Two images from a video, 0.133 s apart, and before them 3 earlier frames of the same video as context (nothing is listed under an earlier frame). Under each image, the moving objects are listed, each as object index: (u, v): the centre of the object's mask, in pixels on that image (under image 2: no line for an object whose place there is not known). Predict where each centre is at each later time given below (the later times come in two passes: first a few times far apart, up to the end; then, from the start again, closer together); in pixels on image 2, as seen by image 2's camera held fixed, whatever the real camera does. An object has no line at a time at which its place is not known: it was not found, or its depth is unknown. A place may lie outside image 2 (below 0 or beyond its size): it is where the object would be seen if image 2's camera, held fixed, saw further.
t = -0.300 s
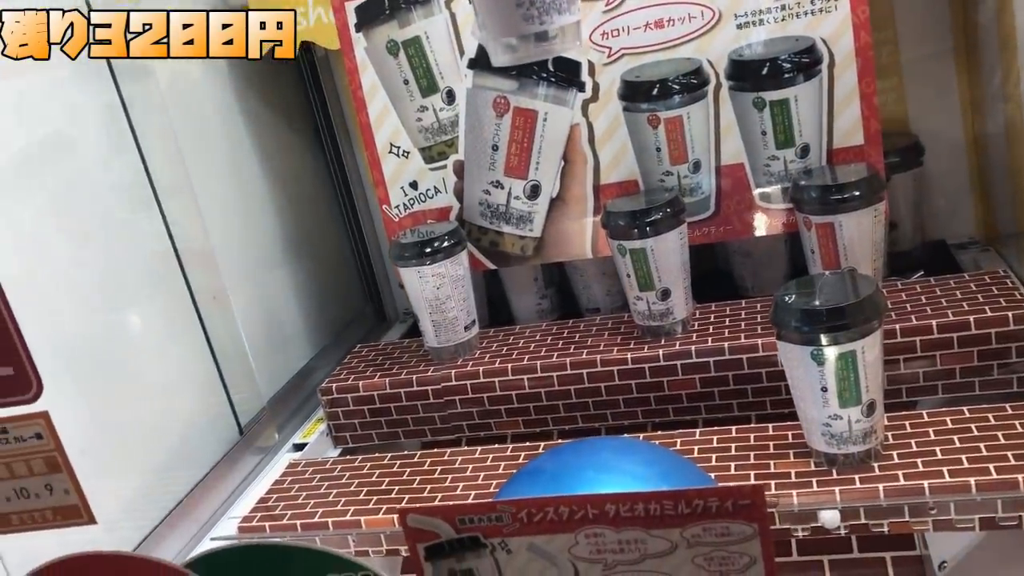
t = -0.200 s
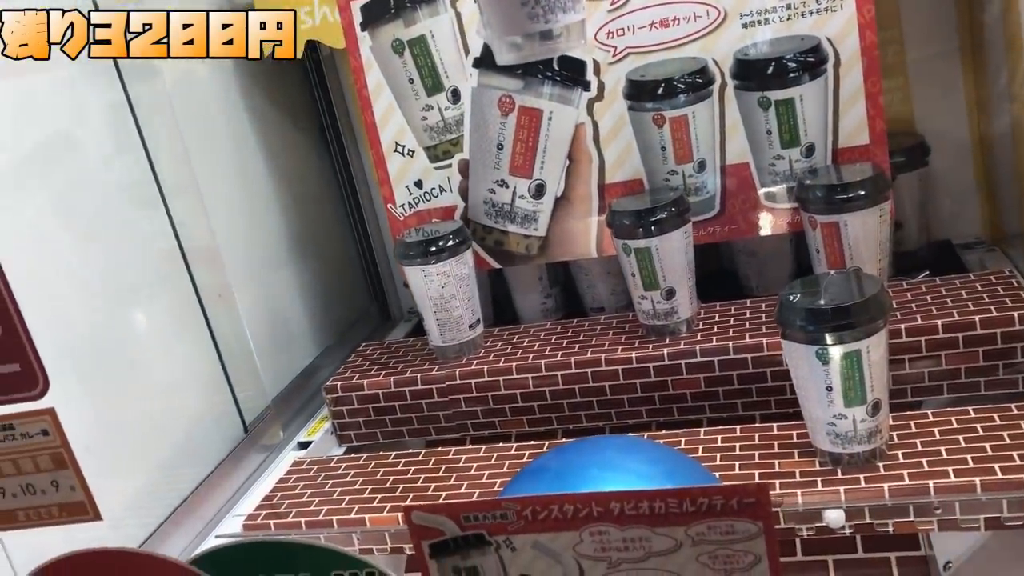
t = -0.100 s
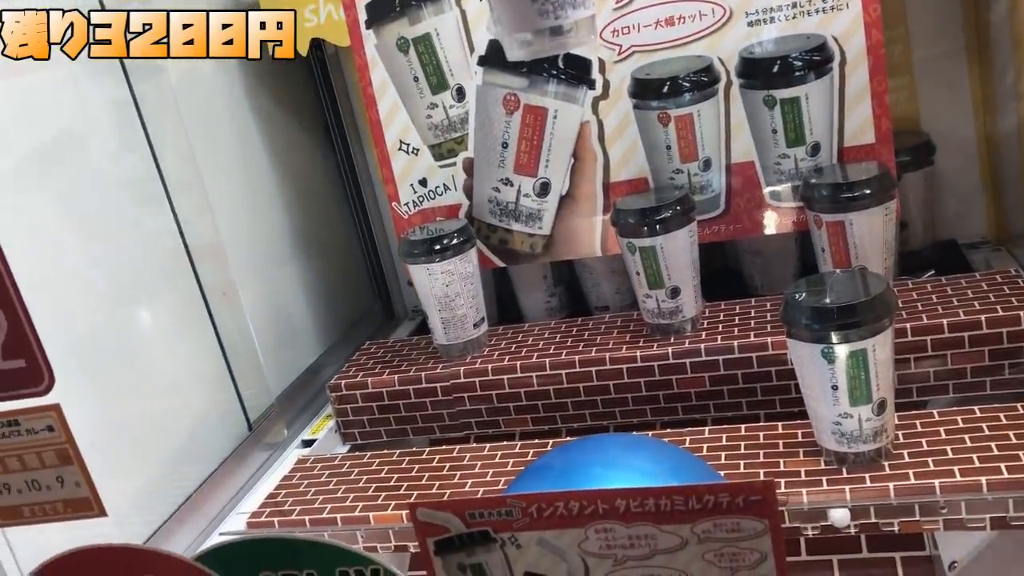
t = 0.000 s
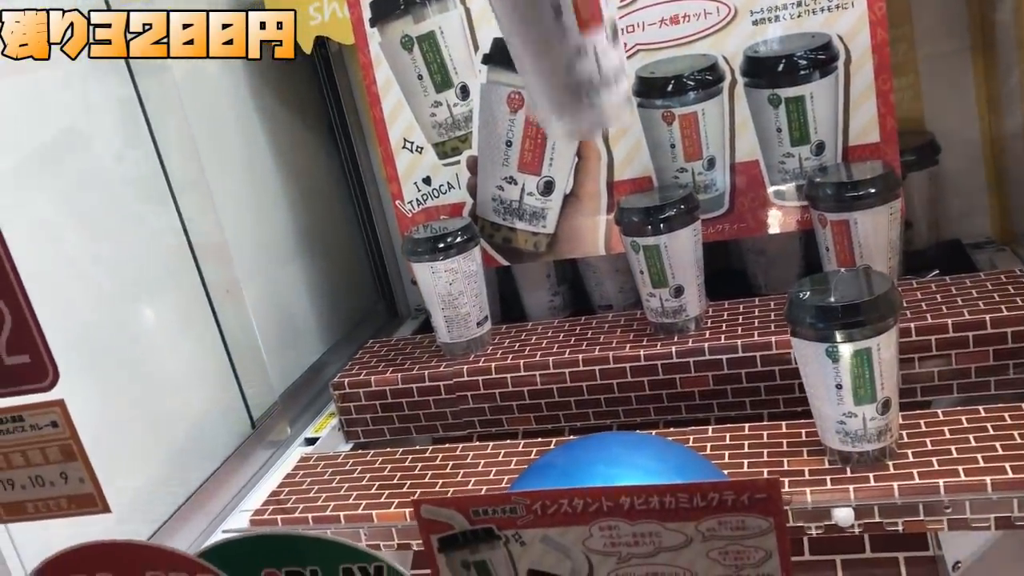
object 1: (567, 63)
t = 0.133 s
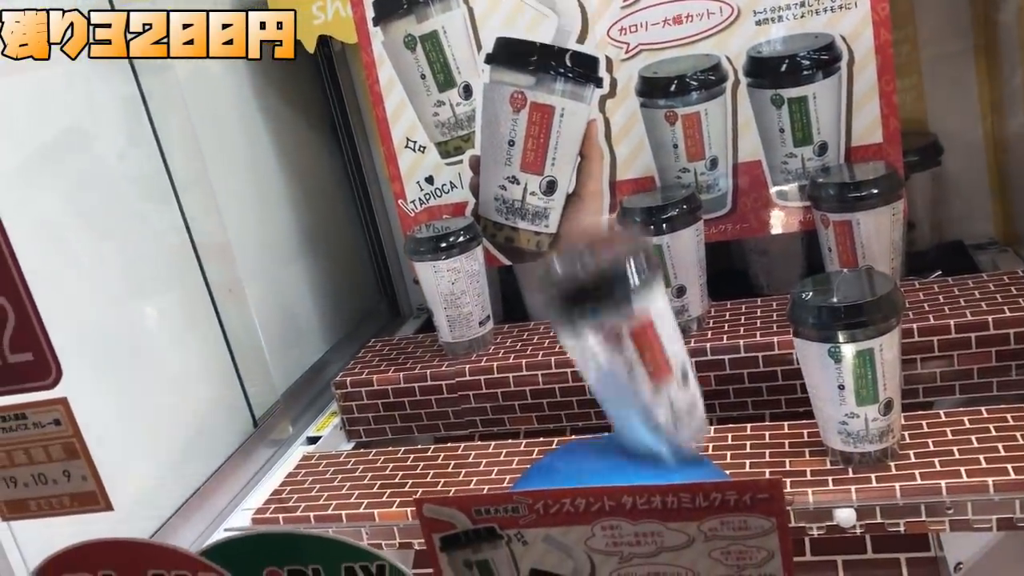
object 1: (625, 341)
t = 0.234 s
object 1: (741, 220)
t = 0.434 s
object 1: (951, 268)
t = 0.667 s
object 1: (1022, 338)
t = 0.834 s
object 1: (1036, 351)
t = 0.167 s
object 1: (653, 333)
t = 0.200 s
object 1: (696, 271)
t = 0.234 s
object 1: (741, 220)
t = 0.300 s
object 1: (820, 184)
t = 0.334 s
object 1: (859, 186)
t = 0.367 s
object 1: (893, 203)
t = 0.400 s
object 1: (921, 236)
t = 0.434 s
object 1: (951, 268)
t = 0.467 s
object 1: (972, 275)
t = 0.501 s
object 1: (981, 280)
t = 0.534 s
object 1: (991, 282)
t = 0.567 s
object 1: (999, 284)
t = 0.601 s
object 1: (1007, 292)
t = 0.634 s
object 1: (1015, 314)
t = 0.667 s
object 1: (1022, 338)
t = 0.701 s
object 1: (1022, 342)
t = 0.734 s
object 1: (1023, 346)
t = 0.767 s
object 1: (1027, 348)
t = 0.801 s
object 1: (1032, 349)
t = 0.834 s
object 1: (1036, 351)
